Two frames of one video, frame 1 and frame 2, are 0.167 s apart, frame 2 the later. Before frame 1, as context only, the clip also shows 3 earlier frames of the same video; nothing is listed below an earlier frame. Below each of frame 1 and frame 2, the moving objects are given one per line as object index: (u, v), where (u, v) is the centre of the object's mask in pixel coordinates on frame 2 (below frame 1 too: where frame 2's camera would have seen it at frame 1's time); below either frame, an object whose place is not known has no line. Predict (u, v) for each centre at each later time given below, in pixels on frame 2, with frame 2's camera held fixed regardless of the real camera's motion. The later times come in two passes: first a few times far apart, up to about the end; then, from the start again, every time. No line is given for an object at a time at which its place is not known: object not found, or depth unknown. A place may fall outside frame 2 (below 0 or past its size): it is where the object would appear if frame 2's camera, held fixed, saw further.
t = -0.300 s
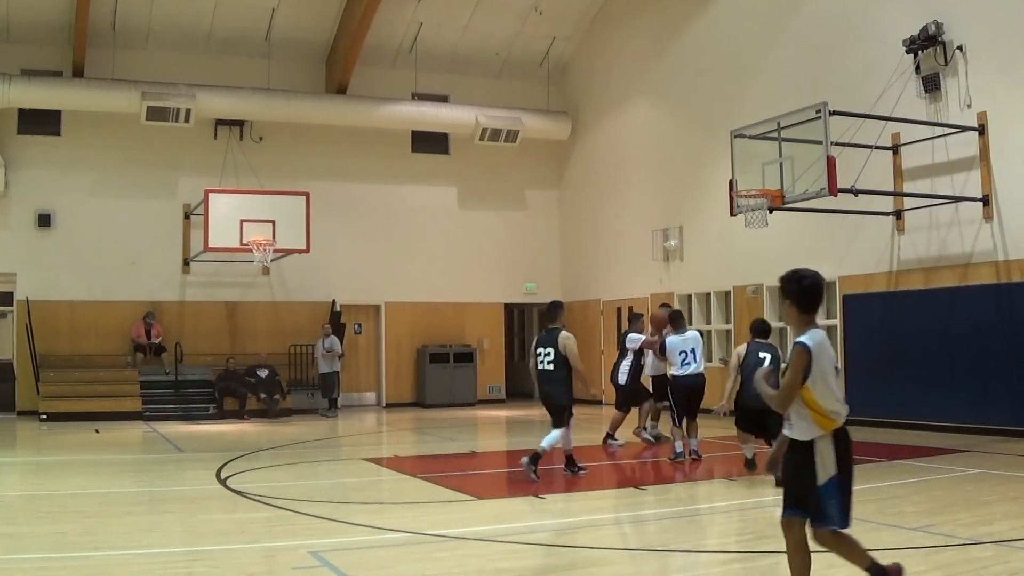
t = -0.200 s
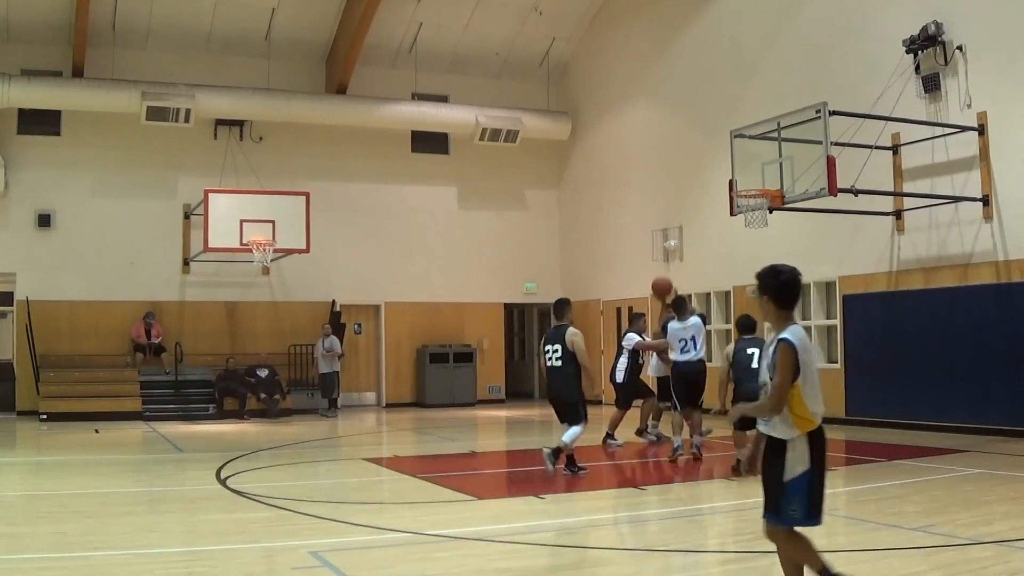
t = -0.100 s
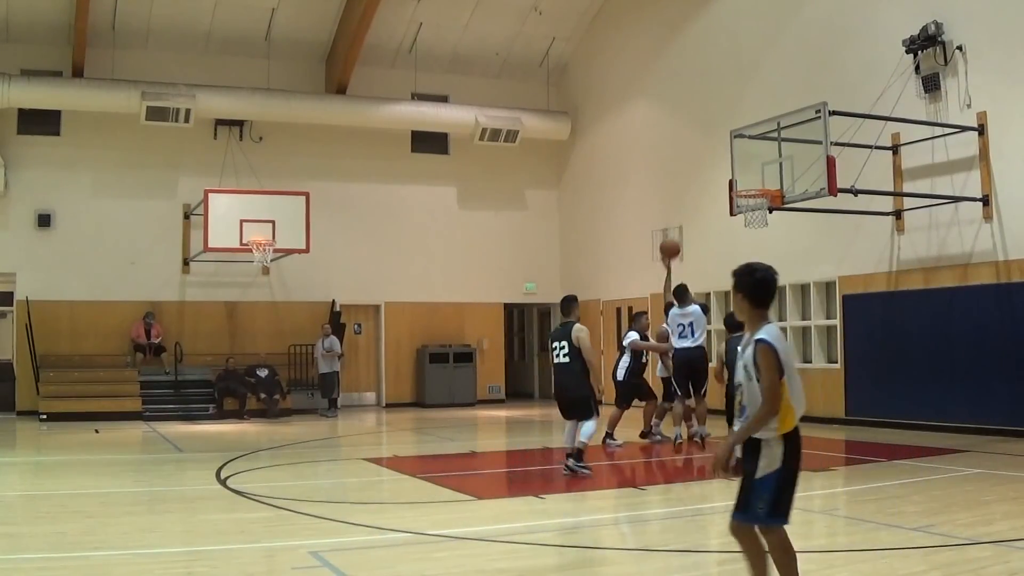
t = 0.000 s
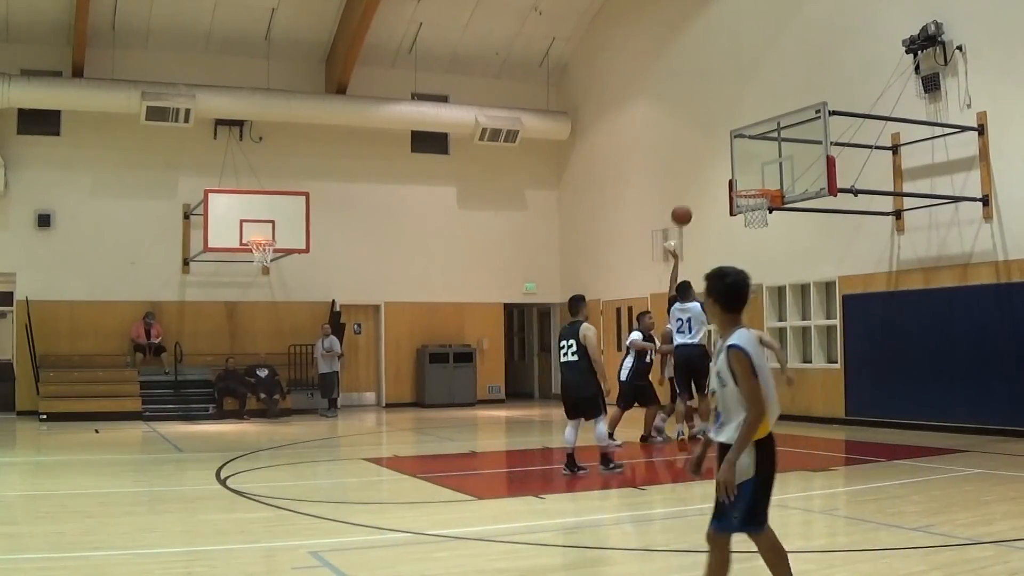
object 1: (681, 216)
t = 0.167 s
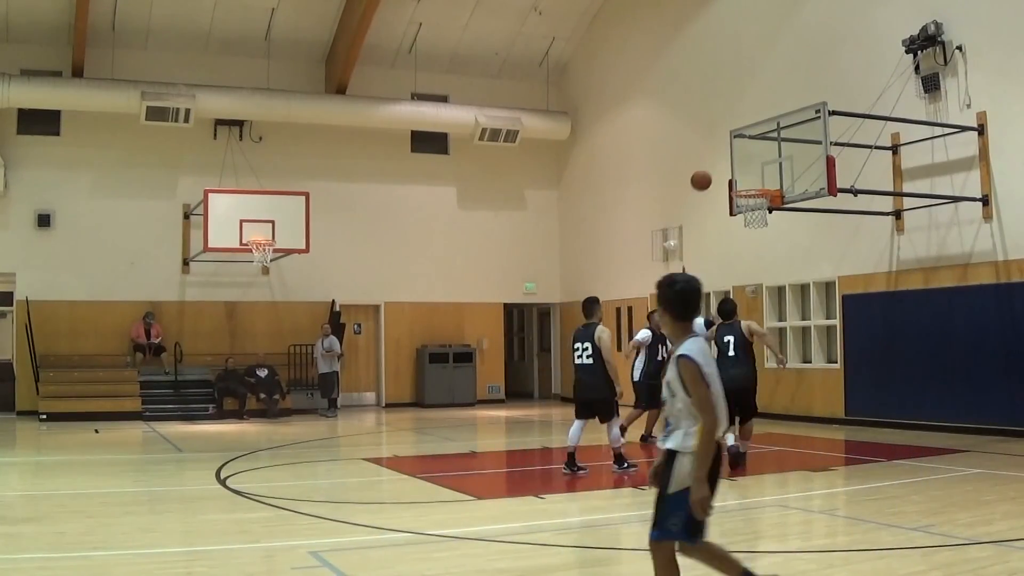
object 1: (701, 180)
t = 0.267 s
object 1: (713, 171)
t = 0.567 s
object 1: (749, 193)
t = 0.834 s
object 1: (768, 249)
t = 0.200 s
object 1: (705, 177)
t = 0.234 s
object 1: (709, 173)
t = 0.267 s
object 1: (713, 171)
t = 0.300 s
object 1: (717, 170)
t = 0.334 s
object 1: (721, 170)
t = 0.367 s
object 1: (725, 170)
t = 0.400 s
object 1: (729, 172)
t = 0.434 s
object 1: (733, 174)
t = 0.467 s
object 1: (737, 178)
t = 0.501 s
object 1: (741, 181)
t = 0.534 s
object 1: (745, 184)
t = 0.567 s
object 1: (749, 193)
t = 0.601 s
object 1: (752, 199)
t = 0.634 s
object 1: (757, 208)
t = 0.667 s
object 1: (761, 214)
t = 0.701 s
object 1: (763, 223)
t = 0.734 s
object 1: (764, 227)
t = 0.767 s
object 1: (765, 233)
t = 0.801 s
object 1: (767, 241)
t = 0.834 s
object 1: (768, 249)
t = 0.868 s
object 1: (770, 259)
